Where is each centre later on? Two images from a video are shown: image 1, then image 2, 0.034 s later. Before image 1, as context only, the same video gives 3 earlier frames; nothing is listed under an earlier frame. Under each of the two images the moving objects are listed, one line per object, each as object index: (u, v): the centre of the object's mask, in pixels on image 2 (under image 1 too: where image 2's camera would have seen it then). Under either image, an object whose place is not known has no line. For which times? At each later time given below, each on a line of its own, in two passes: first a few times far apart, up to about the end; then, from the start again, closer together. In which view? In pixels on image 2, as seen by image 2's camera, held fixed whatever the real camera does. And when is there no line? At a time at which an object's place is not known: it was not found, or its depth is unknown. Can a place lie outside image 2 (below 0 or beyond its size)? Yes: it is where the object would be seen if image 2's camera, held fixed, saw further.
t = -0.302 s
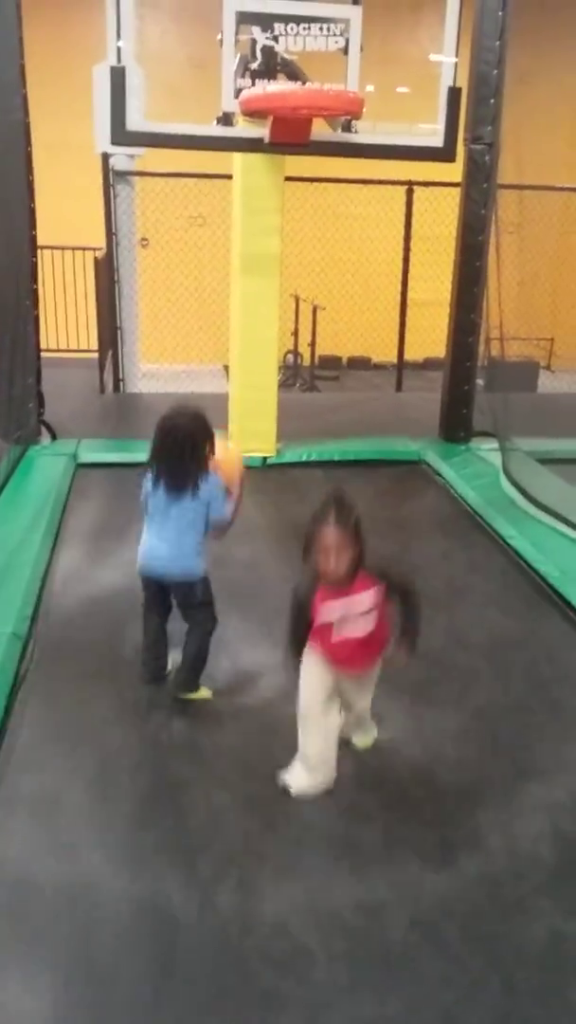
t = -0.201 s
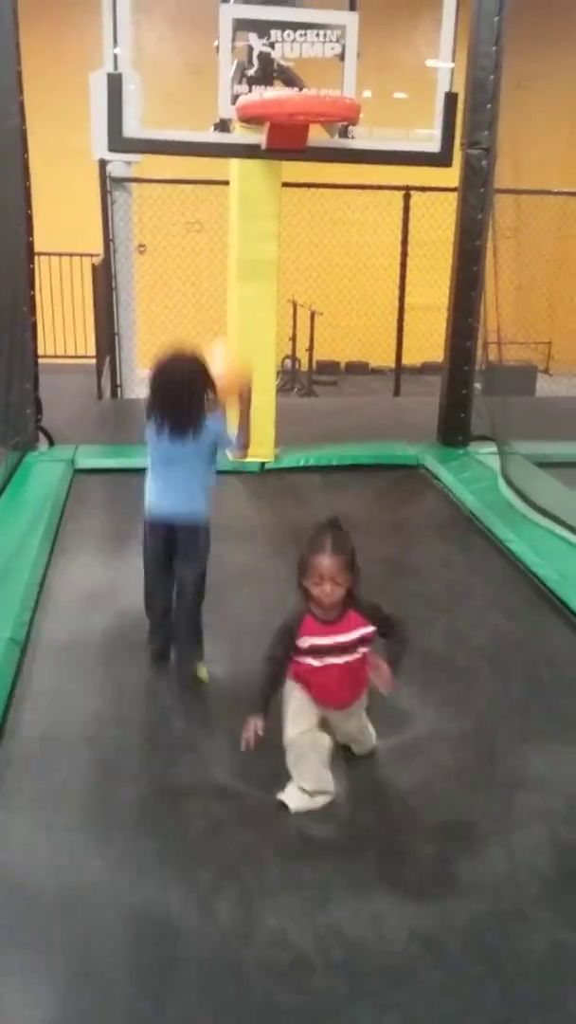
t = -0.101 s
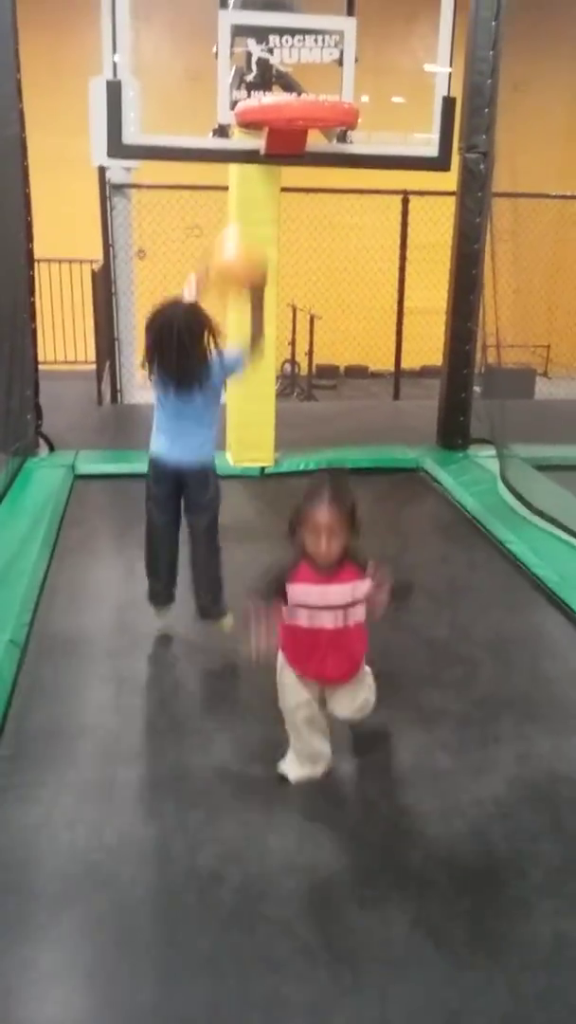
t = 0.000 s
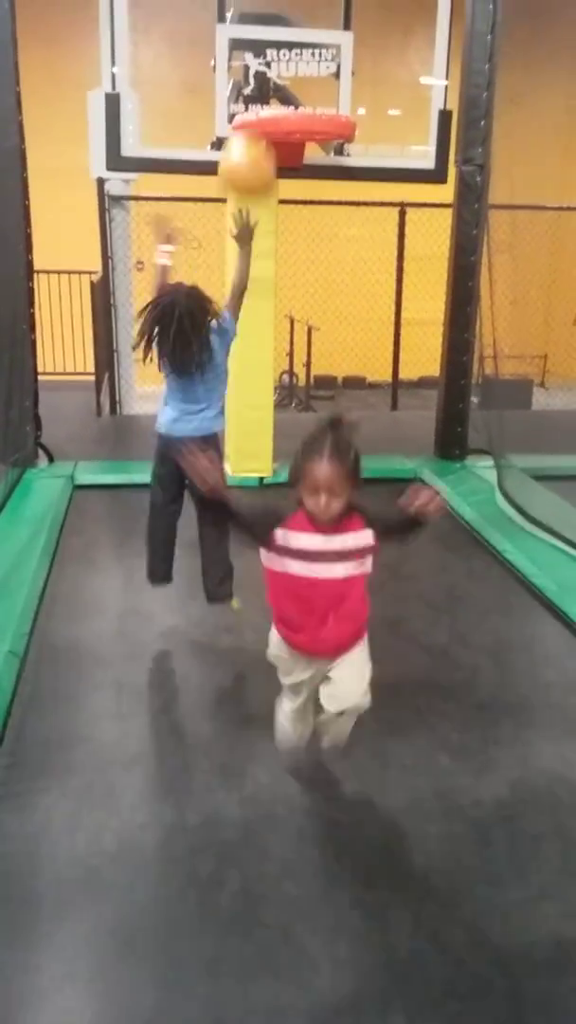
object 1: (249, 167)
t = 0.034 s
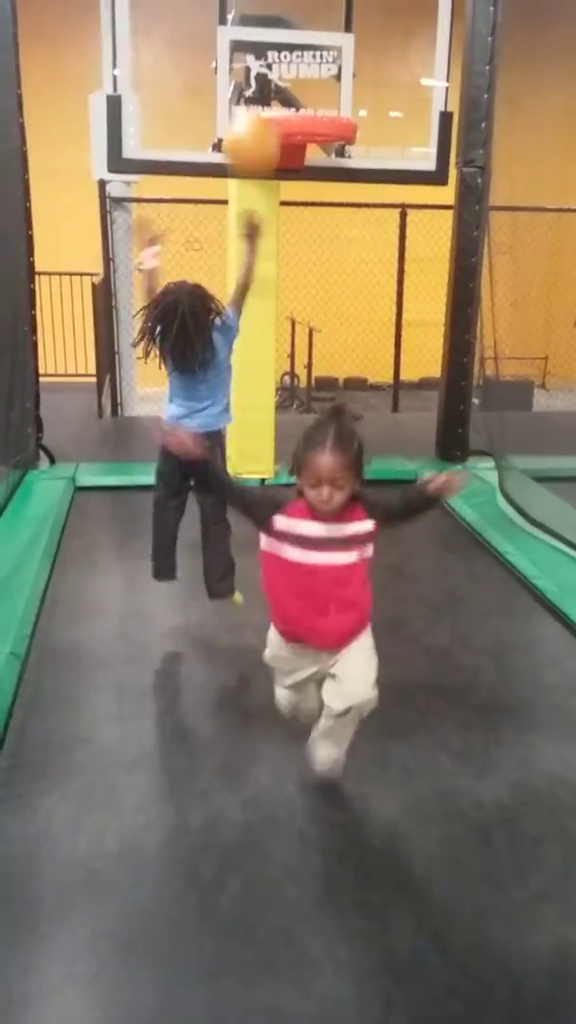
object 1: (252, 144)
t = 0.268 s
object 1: (265, 45)
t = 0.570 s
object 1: (275, 78)
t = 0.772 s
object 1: (254, 121)
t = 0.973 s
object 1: (234, 281)
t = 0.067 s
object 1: (253, 120)
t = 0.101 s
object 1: (255, 96)
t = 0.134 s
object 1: (257, 79)
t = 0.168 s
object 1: (260, 67)
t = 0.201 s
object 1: (262, 58)
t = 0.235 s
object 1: (265, 49)
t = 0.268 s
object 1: (265, 45)
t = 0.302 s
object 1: (269, 45)
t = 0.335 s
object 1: (271, 46)
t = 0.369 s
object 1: (273, 50)
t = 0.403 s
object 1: (275, 60)
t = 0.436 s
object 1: (278, 71)
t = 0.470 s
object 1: (279, 81)
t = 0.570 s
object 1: (275, 78)
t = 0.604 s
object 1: (270, 79)
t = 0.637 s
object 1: (265, 79)
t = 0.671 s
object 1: (263, 86)
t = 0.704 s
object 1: (259, 96)
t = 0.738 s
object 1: (256, 108)
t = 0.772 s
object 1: (254, 121)
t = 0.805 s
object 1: (252, 144)
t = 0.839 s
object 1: (247, 162)
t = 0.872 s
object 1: (243, 187)
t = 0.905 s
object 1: (242, 211)
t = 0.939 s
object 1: (237, 250)
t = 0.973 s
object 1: (234, 281)
